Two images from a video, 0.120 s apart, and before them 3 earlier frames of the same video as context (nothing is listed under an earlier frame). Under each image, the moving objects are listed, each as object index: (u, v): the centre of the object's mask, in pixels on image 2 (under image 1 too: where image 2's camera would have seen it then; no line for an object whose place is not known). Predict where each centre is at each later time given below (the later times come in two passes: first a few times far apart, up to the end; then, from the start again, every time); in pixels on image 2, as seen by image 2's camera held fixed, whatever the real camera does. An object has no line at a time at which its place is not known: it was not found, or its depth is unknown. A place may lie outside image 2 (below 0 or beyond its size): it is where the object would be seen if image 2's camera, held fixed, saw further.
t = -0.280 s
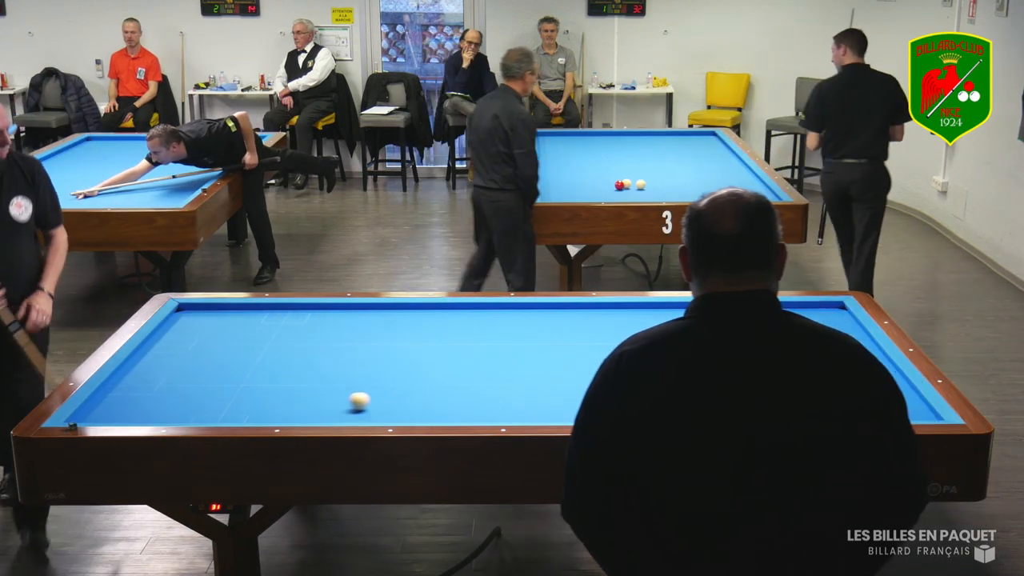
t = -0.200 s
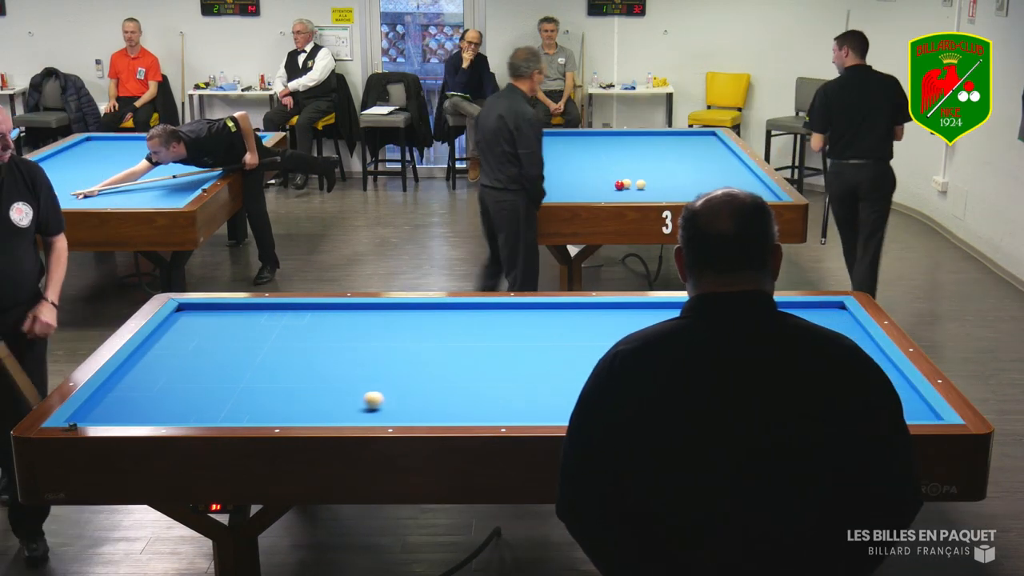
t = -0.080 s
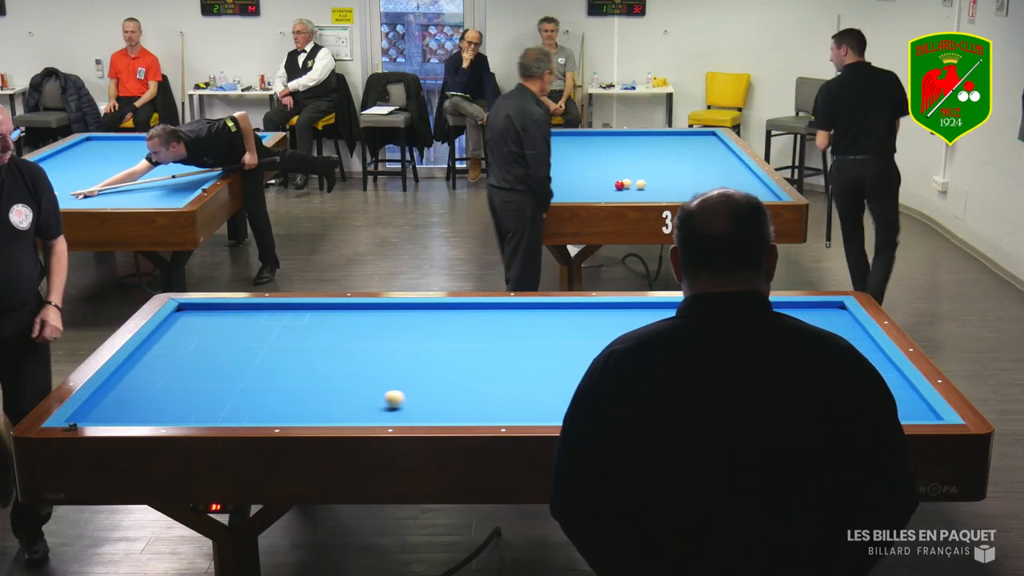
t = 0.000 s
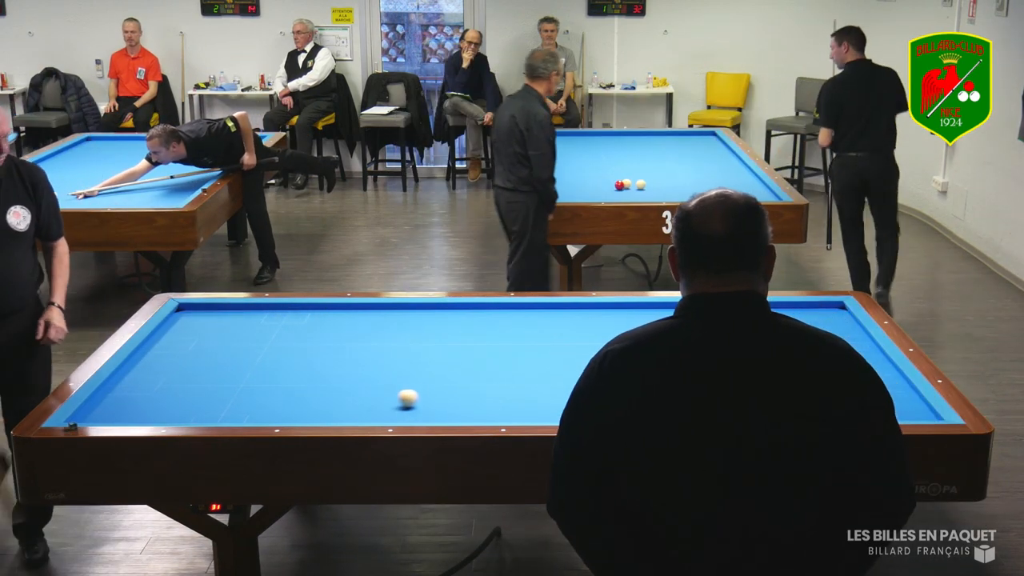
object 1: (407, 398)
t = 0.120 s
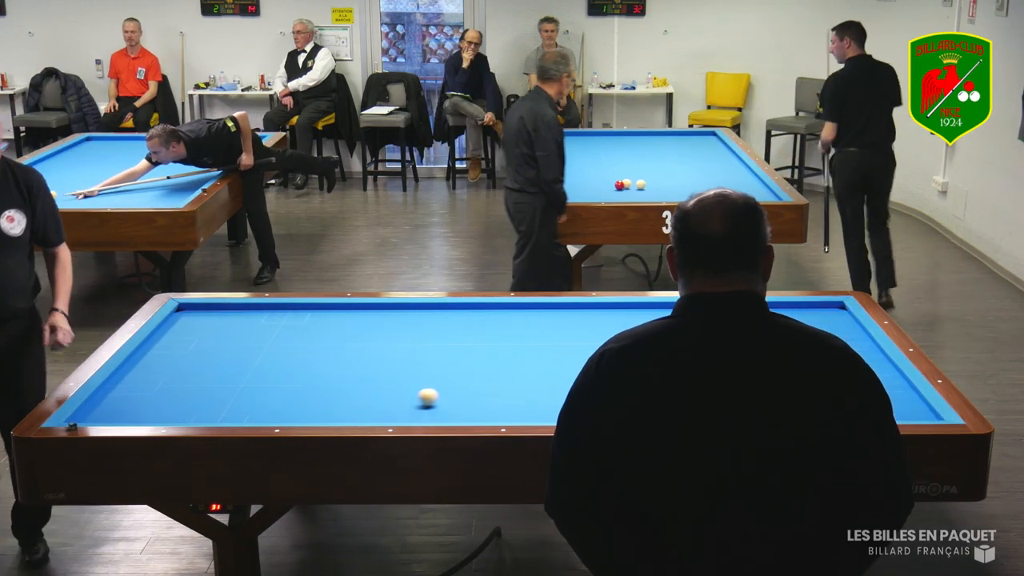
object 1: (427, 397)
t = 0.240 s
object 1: (448, 395)
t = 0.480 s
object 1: (486, 393)
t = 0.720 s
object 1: (524, 391)
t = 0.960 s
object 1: (560, 389)
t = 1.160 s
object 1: (589, 388)
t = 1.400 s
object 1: (624, 386)
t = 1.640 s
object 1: (657, 384)
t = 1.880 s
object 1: (688, 383)
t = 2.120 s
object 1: (719, 381)
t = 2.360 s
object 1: (750, 379)
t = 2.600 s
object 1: (779, 378)
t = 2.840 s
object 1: (807, 376)
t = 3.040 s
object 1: (829, 375)
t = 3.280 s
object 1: (856, 373)
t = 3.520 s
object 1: (882, 372)
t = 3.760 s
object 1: (883, 371)
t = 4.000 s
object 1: (869, 371)
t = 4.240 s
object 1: (854, 371)
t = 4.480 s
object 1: (842, 370)
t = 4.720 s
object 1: (830, 370)
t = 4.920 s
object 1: (820, 370)
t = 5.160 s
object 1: (809, 369)
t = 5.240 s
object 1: (806, 369)
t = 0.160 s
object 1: (434, 397)
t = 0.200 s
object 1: (441, 396)
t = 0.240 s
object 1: (448, 395)
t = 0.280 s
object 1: (454, 395)
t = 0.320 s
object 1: (460, 395)
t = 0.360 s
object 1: (467, 394)
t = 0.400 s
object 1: (473, 394)
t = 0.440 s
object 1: (480, 394)
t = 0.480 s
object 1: (486, 393)
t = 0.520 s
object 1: (492, 393)
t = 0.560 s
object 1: (498, 393)
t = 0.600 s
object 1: (505, 392)
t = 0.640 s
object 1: (511, 392)
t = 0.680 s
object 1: (517, 392)
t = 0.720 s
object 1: (524, 391)
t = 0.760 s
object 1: (529, 391)
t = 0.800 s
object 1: (536, 391)
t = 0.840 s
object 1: (542, 390)
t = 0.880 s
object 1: (548, 390)
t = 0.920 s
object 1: (554, 390)
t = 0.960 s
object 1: (560, 389)
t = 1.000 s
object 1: (566, 389)
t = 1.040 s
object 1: (572, 389)
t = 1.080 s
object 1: (578, 388)
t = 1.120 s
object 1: (584, 388)
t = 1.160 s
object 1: (589, 388)
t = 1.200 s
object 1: (595, 388)
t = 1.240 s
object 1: (600, 387)
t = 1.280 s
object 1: (606, 387)
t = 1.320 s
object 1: (612, 386)
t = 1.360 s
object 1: (618, 386)
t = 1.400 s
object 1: (624, 386)
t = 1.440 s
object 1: (629, 386)
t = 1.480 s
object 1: (635, 385)
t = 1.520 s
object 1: (640, 385)
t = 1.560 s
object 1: (646, 385)
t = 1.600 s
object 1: (651, 384)
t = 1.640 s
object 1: (657, 384)
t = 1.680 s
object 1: (662, 384)
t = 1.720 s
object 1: (667, 384)
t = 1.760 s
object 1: (673, 383)
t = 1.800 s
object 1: (678, 383)
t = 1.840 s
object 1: (683, 383)
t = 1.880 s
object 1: (688, 383)
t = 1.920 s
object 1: (694, 382)
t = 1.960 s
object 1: (698, 382)
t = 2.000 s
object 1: (704, 381)
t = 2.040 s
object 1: (709, 381)
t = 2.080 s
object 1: (714, 381)
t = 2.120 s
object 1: (719, 381)
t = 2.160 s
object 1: (725, 381)
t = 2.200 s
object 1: (730, 380)
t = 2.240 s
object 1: (735, 380)
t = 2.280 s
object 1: (740, 380)
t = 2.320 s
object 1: (744, 380)
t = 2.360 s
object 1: (750, 379)
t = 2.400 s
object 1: (754, 379)
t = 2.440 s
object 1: (759, 379)
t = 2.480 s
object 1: (764, 378)
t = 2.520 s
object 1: (769, 378)
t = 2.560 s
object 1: (774, 378)
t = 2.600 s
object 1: (779, 378)
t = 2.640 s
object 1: (783, 378)
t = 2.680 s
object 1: (788, 377)
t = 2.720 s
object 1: (793, 377)
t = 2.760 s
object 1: (797, 376)
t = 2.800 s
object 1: (802, 377)
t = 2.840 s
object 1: (807, 376)
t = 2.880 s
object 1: (811, 376)
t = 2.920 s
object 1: (816, 376)
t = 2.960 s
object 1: (821, 375)
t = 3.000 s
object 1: (825, 375)
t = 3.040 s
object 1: (829, 375)
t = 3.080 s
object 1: (834, 375)
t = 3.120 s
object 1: (839, 374)
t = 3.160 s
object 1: (843, 374)
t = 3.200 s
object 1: (847, 374)
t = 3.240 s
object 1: (852, 374)
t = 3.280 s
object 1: (856, 373)
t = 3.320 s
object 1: (860, 373)
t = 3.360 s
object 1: (865, 373)
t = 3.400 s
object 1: (869, 373)
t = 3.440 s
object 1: (873, 373)
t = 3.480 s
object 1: (878, 372)
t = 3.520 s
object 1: (882, 372)
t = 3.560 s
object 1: (886, 372)
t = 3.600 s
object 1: (891, 372)
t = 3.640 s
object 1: (893, 372)
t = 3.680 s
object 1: (889, 371)
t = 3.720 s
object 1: (886, 371)
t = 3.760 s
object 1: (883, 371)
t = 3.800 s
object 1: (881, 371)
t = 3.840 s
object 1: (879, 371)
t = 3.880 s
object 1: (876, 371)
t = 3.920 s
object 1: (873, 371)
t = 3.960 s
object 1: (871, 371)
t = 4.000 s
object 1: (869, 371)
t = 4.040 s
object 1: (866, 371)
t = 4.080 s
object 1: (864, 371)
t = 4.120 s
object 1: (861, 371)
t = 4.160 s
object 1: (859, 371)
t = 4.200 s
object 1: (857, 371)
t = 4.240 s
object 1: (854, 371)
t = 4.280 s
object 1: (852, 371)
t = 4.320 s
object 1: (850, 370)
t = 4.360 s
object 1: (848, 370)
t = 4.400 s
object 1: (846, 370)
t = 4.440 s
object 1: (844, 370)
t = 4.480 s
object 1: (842, 370)
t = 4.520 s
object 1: (839, 370)
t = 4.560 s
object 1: (837, 370)
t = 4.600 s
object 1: (836, 370)
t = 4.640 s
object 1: (833, 370)
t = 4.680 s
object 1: (832, 370)
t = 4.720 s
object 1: (830, 370)
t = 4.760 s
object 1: (827, 370)
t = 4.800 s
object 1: (826, 369)
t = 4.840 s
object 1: (824, 370)
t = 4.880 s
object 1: (822, 370)
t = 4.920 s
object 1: (820, 370)
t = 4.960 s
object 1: (818, 369)
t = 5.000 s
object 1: (817, 369)
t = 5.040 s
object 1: (815, 370)
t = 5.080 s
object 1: (813, 369)
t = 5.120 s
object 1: (811, 369)
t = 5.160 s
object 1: (809, 369)
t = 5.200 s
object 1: (808, 369)
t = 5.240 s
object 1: (806, 369)
